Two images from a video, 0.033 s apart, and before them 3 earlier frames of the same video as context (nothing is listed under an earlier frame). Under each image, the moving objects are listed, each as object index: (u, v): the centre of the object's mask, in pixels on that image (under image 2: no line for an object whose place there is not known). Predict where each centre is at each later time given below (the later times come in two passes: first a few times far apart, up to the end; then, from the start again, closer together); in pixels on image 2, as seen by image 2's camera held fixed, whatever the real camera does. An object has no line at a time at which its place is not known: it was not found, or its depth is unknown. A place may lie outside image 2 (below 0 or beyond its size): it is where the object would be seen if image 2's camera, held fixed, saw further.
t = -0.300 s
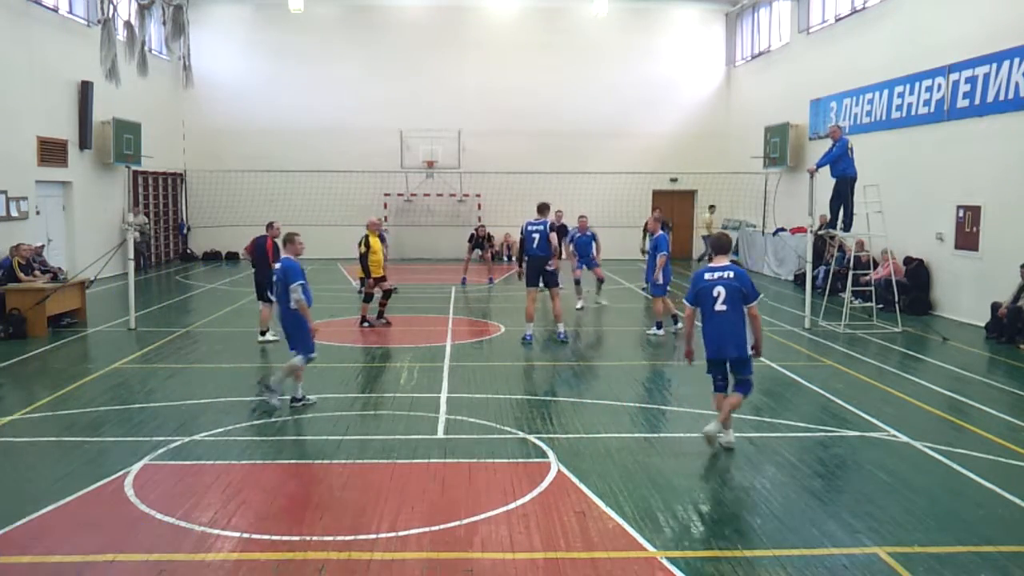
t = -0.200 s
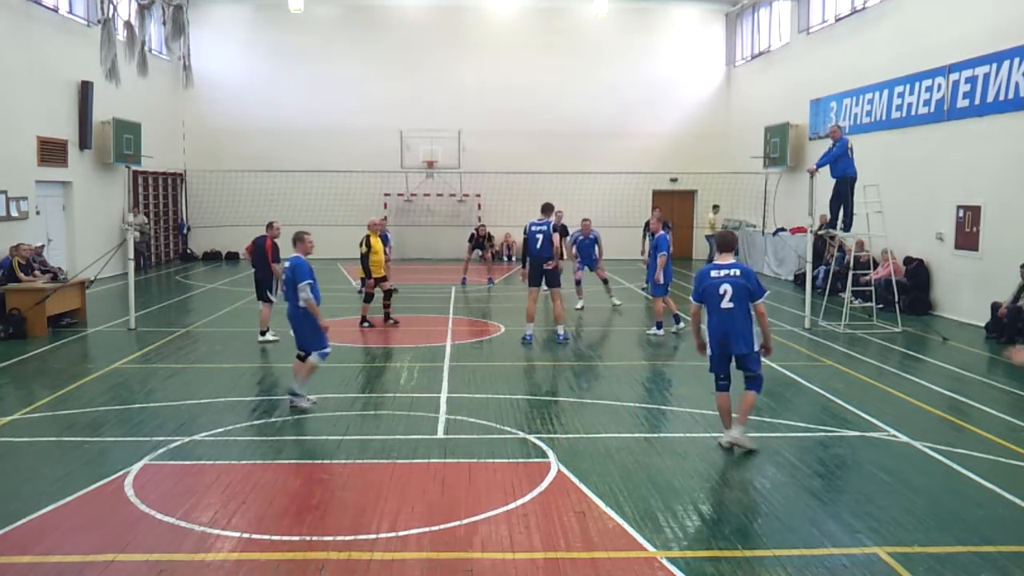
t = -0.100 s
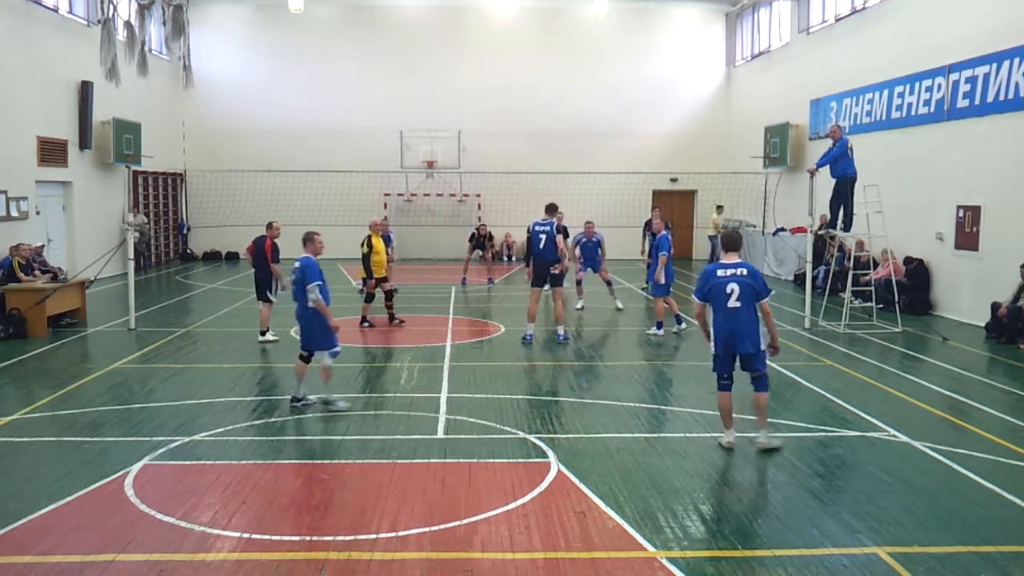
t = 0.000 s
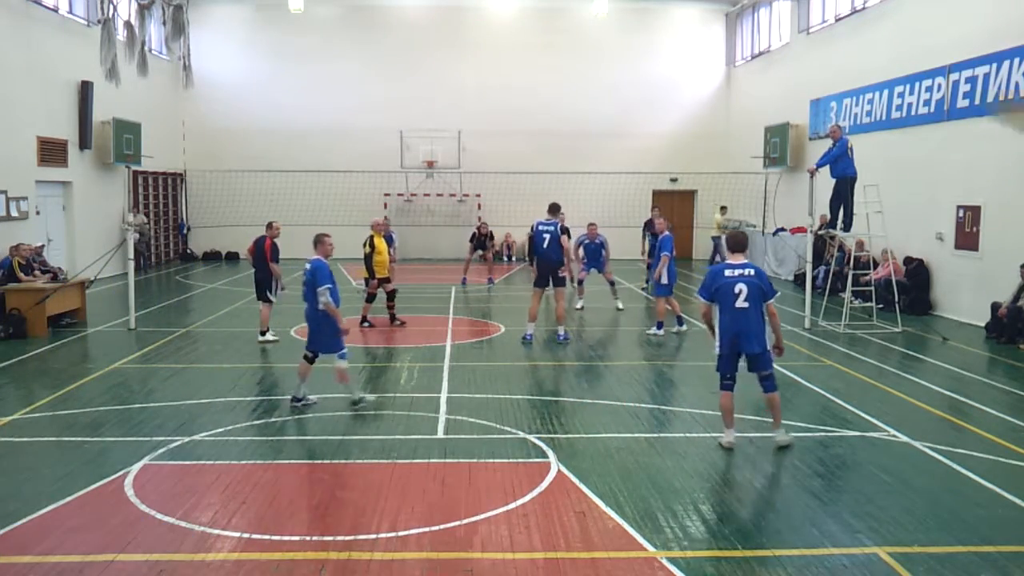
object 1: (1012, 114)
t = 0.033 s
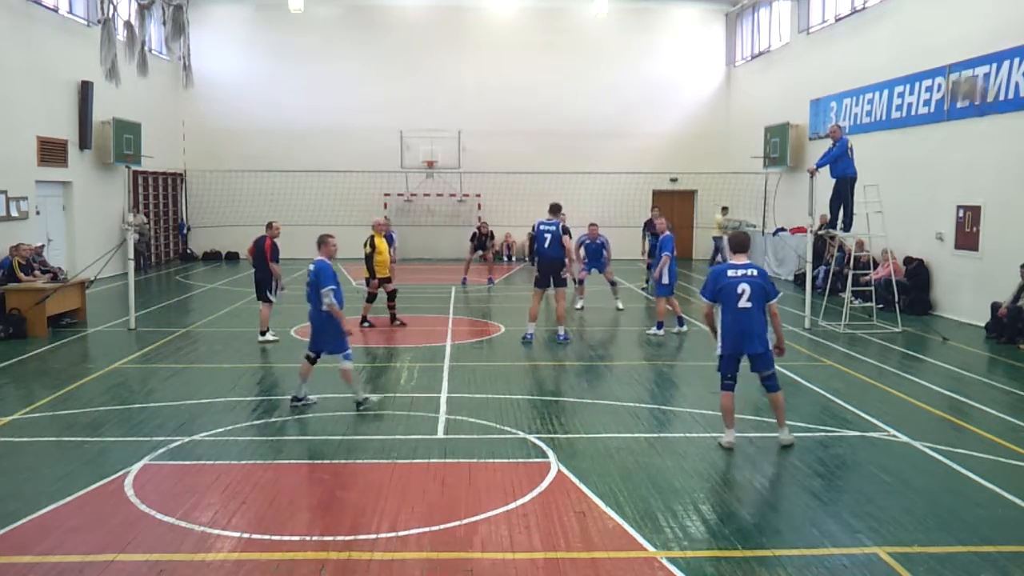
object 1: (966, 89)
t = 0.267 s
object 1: (740, 23)
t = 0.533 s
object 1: (614, 35)
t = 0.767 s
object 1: (551, 76)
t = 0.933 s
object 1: (520, 116)
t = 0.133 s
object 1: (849, 44)
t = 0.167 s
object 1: (819, 38)
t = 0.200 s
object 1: (794, 31)
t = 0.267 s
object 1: (740, 23)
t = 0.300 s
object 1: (721, 21)
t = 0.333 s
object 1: (701, 21)
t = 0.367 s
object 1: (684, 21)
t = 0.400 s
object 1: (668, 22)
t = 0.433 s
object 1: (653, 24)
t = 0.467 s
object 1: (640, 26)
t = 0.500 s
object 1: (627, 31)
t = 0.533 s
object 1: (614, 35)
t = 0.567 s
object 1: (604, 40)
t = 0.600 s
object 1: (593, 45)
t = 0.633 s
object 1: (583, 51)
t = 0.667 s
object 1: (575, 57)
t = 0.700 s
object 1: (567, 63)
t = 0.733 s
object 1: (559, 70)
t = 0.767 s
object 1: (551, 76)
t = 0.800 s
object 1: (545, 85)
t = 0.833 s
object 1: (538, 92)
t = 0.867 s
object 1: (532, 99)
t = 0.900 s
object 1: (526, 108)
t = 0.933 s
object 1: (520, 116)
